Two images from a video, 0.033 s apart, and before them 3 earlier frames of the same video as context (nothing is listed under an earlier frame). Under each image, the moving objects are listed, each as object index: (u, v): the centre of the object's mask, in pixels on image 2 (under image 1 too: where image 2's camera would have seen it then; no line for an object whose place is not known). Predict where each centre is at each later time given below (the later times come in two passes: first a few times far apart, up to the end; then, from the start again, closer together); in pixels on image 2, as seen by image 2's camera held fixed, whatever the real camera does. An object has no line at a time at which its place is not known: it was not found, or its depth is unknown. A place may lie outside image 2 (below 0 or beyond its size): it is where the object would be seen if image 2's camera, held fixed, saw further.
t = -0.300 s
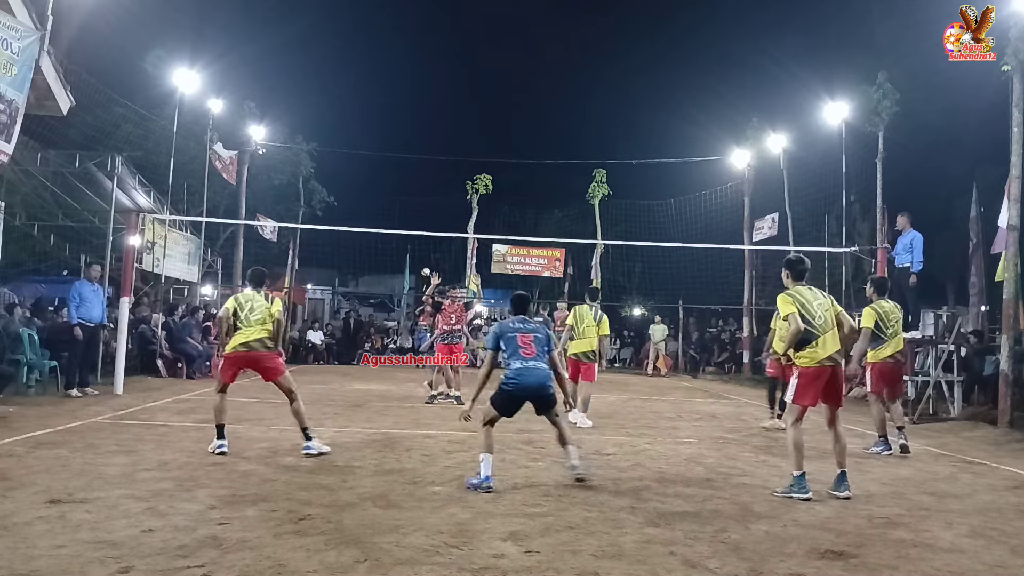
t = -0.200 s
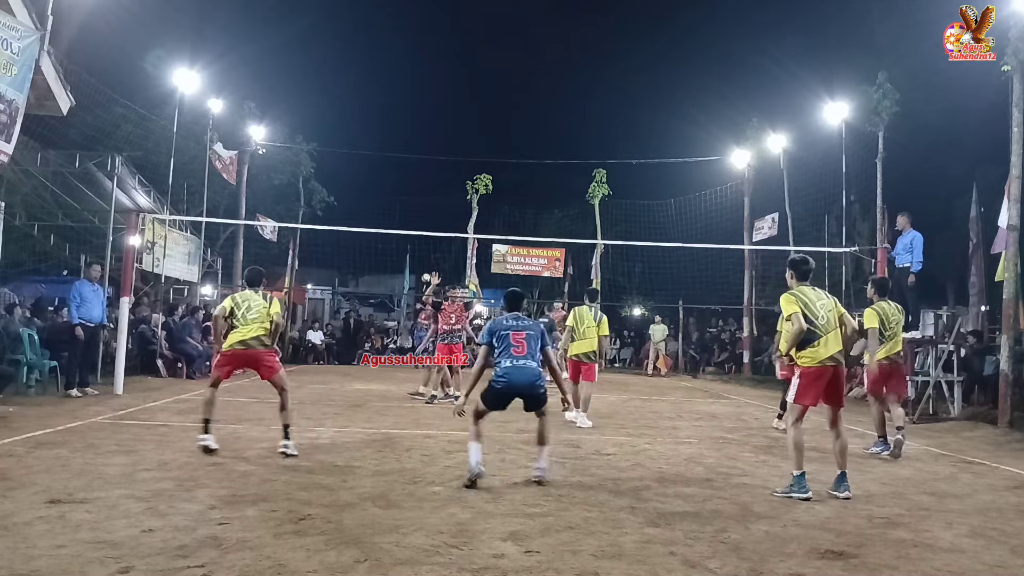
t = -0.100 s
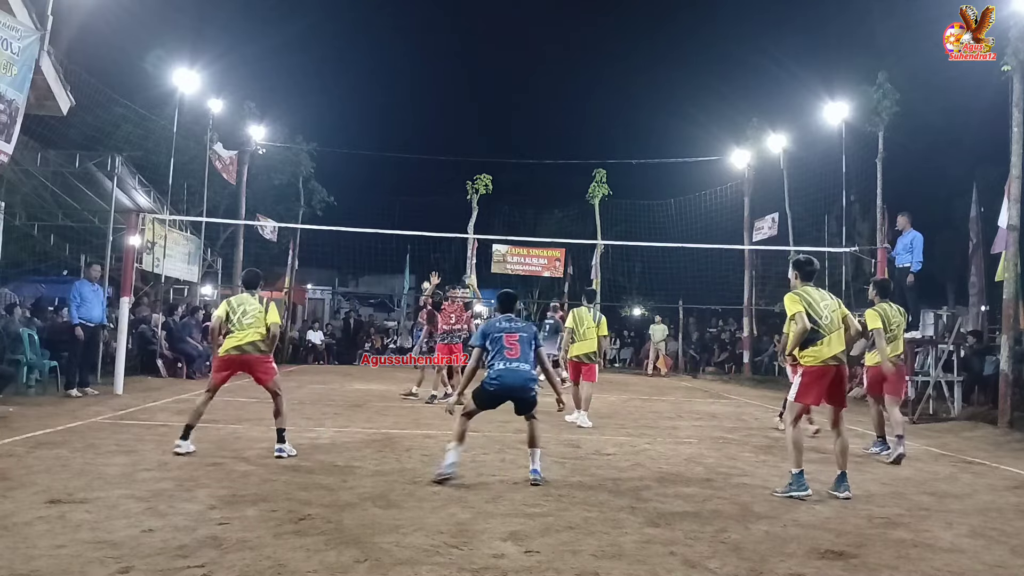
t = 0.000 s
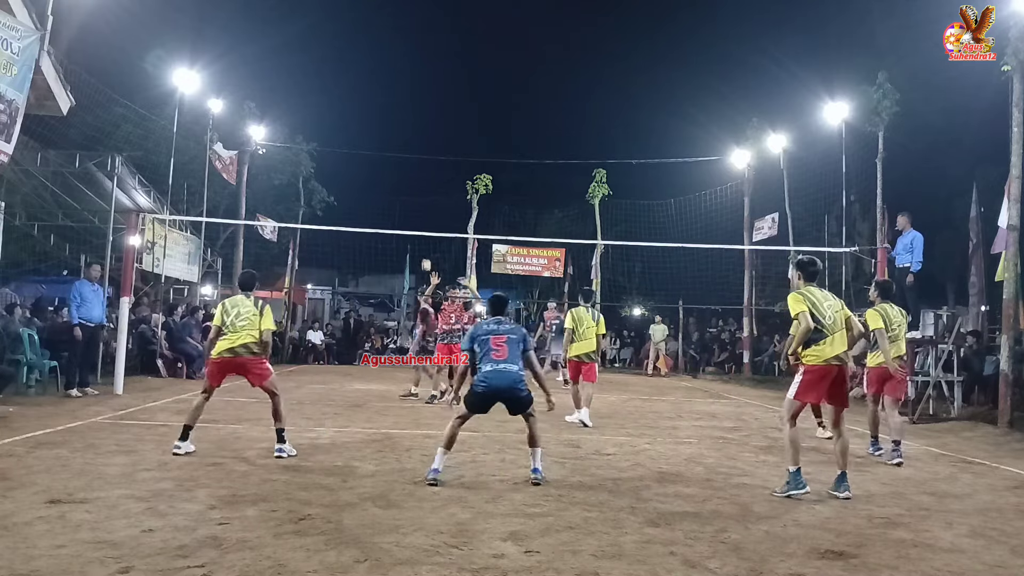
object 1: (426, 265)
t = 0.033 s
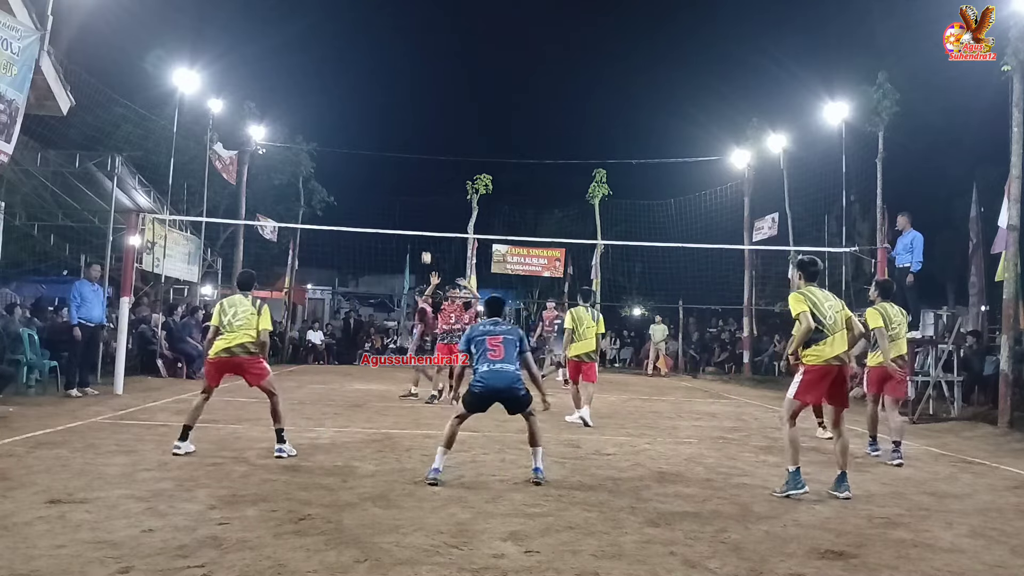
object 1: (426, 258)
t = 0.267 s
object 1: (429, 214)
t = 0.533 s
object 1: (432, 180)
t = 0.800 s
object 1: (439, 190)
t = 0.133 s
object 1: (427, 239)
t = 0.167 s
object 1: (427, 231)
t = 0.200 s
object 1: (428, 225)
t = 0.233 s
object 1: (428, 220)
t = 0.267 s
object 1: (429, 214)
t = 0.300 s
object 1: (430, 209)
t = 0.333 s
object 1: (430, 203)
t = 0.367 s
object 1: (430, 198)
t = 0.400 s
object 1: (431, 194)
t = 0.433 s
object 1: (431, 190)
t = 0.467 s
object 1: (431, 185)
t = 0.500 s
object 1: (431, 182)
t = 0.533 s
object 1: (432, 180)
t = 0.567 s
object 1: (432, 177)
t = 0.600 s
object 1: (433, 176)
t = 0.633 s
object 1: (433, 176)
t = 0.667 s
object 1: (434, 177)
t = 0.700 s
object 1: (435, 178)
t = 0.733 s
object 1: (436, 181)
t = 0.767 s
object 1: (438, 185)
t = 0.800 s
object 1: (439, 190)
